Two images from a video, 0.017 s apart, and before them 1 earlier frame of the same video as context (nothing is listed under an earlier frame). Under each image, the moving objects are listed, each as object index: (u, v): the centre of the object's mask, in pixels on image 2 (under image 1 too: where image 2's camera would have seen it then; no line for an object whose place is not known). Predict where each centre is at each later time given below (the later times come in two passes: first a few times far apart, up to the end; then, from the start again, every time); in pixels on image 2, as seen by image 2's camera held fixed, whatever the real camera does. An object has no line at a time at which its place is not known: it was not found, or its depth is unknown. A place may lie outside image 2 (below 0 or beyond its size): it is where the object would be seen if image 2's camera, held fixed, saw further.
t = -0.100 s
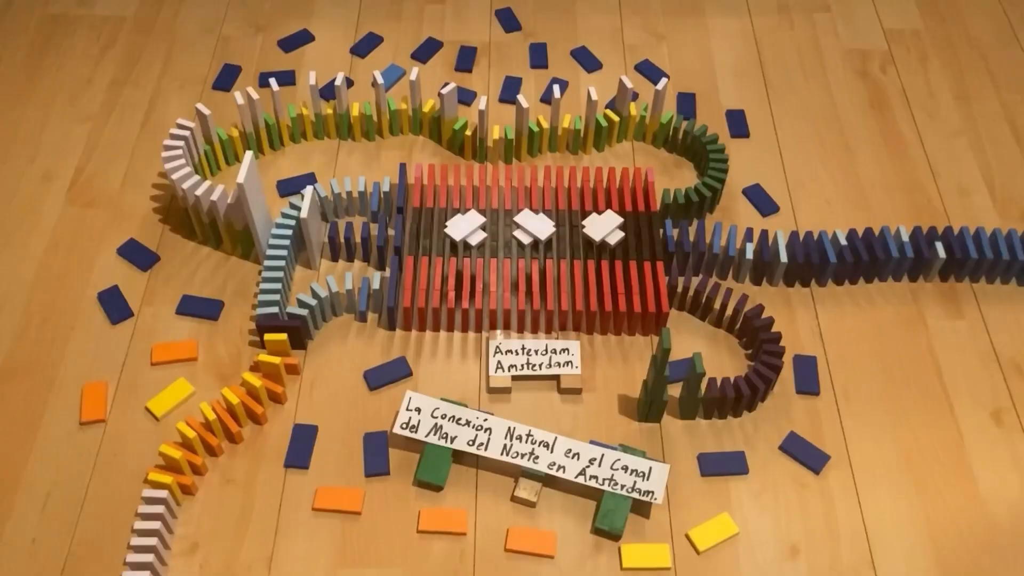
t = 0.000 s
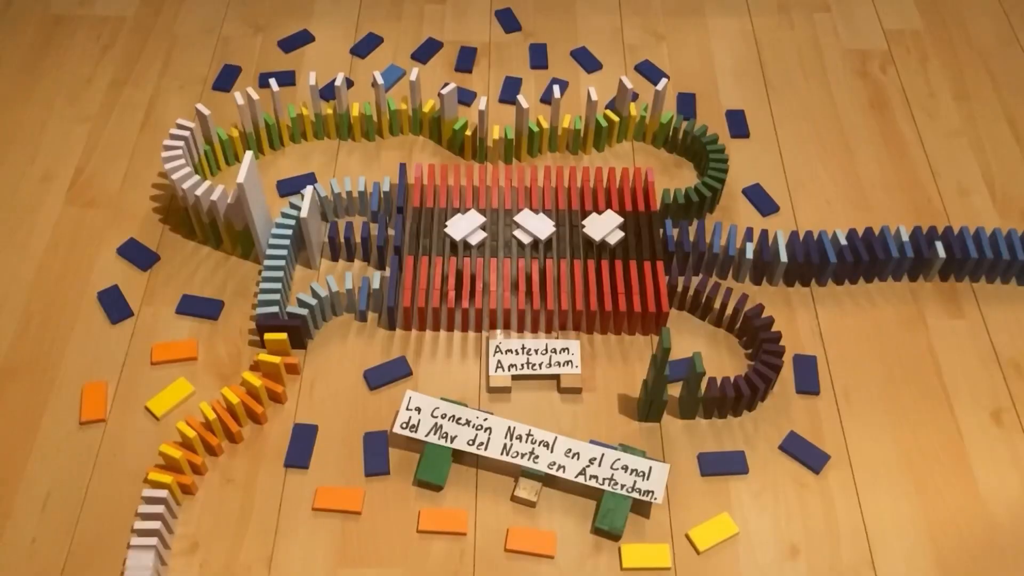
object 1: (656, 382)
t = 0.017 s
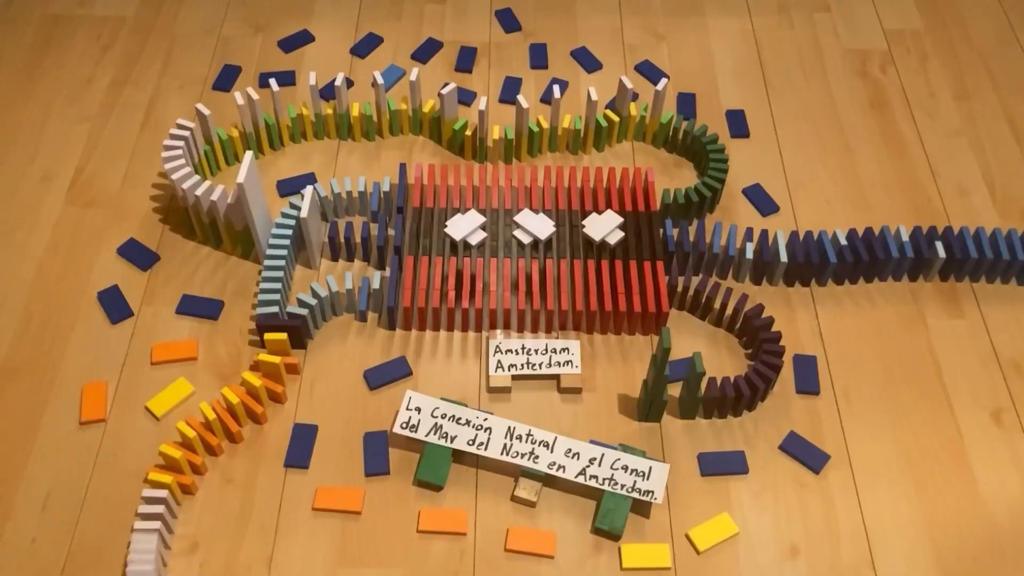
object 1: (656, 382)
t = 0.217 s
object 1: (656, 382)
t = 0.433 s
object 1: (656, 382)
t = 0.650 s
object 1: (656, 382)
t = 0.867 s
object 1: (656, 382)
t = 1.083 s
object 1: (655, 382)
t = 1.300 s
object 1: (656, 382)
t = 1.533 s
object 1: (655, 382)
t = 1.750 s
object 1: (656, 382)
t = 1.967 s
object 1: (626, 400)
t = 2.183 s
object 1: (636, 404)
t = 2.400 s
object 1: (639, 401)
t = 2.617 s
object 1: (639, 401)
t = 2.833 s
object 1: (638, 401)
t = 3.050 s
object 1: (637, 401)
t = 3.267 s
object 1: (636, 401)
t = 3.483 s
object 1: (636, 401)
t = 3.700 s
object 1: (636, 401)
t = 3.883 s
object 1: (636, 401)
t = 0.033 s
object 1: (656, 382)
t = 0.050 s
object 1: (656, 382)
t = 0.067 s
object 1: (656, 382)
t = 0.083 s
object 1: (656, 382)
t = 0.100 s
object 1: (656, 382)
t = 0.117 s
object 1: (656, 382)
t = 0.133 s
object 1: (656, 382)
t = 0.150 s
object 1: (656, 382)
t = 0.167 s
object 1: (656, 382)
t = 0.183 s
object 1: (656, 382)
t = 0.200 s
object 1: (656, 382)
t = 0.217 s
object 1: (656, 382)
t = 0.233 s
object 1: (656, 382)
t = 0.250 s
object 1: (656, 382)
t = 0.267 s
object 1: (656, 382)
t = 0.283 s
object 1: (656, 382)
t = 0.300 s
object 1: (656, 382)
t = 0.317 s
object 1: (656, 382)
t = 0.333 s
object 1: (656, 382)
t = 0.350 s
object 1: (656, 382)
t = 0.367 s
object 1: (656, 382)
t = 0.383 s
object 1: (656, 382)
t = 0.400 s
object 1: (656, 382)
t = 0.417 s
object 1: (656, 382)
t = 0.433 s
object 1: (656, 382)
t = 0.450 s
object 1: (656, 382)
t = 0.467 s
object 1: (656, 382)
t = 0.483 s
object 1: (656, 382)
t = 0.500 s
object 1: (656, 382)
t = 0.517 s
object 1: (656, 382)
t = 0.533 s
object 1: (656, 382)
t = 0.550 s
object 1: (656, 382)
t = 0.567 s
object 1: (656, 382)
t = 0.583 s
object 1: (656, 382)
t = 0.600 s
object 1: (655, 382)
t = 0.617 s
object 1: (655, 382)
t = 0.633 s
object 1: (655, 382)
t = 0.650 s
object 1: (656, 382)
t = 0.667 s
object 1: (656, 382)
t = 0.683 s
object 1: (656, 382)
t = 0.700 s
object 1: (656, 382)
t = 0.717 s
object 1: (655, 382)
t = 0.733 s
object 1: (656, 382)
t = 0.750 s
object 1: (656, 382)
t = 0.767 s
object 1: (656, 382)
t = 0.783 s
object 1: (656, 382)
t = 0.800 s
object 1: (655, 382)
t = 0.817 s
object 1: (656, 382)
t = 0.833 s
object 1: (656, 382)
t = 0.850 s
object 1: (656, 382)
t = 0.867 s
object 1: (656, 382)
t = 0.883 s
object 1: (655, 382)
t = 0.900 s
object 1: (656, 382)
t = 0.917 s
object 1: (656, 382)
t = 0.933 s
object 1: (655, 382)
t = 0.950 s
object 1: (656, 382)
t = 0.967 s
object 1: (656, 382)
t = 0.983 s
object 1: (656, 382)
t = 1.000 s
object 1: (655, 382)
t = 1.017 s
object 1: (655, 382)
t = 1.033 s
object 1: (656, 382)
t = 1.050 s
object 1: (655, 382)
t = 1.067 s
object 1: (655, 382)
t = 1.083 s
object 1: (655, 382)
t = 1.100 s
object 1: (655, 382)
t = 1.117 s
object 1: (656, 382)
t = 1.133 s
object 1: (656, 382)
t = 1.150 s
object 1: (655, 382)
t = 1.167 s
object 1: (656, 382)
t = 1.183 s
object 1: (656, 382)
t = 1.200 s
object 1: (656, 382)
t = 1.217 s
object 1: (655, 382)
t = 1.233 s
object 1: (655, 382)
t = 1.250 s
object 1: (656, 382)
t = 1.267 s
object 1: (655, 382)
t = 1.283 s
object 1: (655, 382)
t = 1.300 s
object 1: (656, 382)
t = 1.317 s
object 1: (655, 382)
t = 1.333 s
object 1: (656, 382)
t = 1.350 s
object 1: (655, 382)
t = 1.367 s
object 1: (656, 382)
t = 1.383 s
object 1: (655, 382)
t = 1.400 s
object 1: (655, 382)
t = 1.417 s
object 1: (656, 382)
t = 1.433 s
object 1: (656, 382)
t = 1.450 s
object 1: (656, 382)
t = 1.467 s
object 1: (656, 382)
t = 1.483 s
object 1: (655, 382)
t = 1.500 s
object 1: (655, 382)
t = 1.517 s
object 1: (655, 382)
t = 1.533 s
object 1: (655, 382)
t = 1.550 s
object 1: (656, 382)
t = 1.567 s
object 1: (656, 382)
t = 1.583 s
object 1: (655, 382)
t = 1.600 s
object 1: (655, 382)
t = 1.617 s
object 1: (656, 382)
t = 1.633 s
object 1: (655, 382)
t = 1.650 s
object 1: (656, 382)
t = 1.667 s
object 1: (656, 382)
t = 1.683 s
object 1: (656, 382)
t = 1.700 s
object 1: (655, 382)
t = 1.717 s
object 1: (656, 382)
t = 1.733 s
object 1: (656, 382)
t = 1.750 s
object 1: (656, 382)
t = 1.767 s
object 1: (656, 382)
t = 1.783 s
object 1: (656, 382)
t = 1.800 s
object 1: (655, 382)
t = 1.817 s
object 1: (654, 382)
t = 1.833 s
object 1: (654, 382)
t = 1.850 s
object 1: (652, 382)
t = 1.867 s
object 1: (649, 385)
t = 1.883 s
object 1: (645, 389)
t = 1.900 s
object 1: (640, 394)
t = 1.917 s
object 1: (634, 393)
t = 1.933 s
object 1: (630, 398)
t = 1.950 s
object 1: (629, 399)
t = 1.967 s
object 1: (626, 400)
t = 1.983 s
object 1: (625, 400)
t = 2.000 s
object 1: (622, 398)
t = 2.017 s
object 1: (620, 398)
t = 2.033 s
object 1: (619, 399)
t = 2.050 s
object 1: (639, 401)
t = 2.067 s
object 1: (639, 401)
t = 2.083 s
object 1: (638, 402)
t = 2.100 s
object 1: (638, 402)
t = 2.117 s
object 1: (637, 403)
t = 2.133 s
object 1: (637, 403)
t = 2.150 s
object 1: (637, 403)
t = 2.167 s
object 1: (636, 404)
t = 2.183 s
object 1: (636, 404)
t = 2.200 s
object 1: (636, 404)
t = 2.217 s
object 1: (636, 405)
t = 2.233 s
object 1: (636, 405)
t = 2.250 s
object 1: (638, 401)
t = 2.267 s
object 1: (638, 401)
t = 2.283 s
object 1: (638, 401)
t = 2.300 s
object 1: (638, 401)
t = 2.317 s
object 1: (638, 400)
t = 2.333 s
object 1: (638, 401)
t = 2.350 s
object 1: (639, 401)
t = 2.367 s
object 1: (639, 401)
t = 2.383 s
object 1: (639, 401)
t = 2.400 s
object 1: (639, 401)
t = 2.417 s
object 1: (639, 401)
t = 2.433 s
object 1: (639, 401)
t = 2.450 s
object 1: (639, 401)
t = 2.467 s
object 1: (639, 401)
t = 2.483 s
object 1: (639, 401)
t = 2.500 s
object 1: (639, 401)
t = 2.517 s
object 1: (639, 401)
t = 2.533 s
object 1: (639, 401)
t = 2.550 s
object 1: (639, 401)
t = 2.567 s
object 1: (638, 401)
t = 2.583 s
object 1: (638, 401)
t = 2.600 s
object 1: (639, 401)
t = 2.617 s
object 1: (639, 401)
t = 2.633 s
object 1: (639, 401)
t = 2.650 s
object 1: (639, 401)
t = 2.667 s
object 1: (638, 401)
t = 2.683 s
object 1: (638, 401)
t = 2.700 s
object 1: (638, 401)
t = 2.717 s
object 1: (638, 401)
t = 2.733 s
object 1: (638, 401)
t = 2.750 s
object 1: (638, 401)
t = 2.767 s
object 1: (638, 401)
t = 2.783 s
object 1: (638, 401)
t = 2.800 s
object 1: (638, 401)
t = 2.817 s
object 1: (638, 401)
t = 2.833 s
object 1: (638, 401)
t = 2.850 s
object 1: (638, 401)
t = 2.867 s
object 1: (638, 401)
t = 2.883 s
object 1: (638, 401)
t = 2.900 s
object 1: (638, 401)
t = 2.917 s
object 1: (638, 401)
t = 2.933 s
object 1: (638, 401)
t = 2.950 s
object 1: (638, 401)
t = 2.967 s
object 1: (638, 401)
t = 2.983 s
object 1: (638, 401)
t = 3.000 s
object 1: (637, 401)
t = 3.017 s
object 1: (637, 401)
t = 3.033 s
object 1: (637, 401)
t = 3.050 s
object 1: (637, 401)
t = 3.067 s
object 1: (637, 401)
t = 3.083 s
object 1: (637, 401)
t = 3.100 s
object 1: (637, 401)
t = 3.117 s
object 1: (637, 401)
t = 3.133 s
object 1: (637, 400)
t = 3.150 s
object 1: (637, 401)
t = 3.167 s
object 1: (637, 401)
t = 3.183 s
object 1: (636, 401)
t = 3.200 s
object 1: (636, 401)
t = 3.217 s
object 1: (637, 401)
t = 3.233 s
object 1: (636, 401)
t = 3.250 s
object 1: (636, 401)
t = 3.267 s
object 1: (636, 401)
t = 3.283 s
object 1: (636, 401)
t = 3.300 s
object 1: (636, 401)
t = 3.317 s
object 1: (636, 401)
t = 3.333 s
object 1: (636, 401)
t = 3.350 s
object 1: (636, 401)
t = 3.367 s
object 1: (636, 401)
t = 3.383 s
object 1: (636, 401)
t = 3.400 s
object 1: (636, 401)
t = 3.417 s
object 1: (636, 401)
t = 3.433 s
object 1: (636, 401)
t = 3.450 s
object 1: (636, 401)
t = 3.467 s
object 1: (636, 401)
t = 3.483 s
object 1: (636, 401)
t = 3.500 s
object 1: (636, 401)
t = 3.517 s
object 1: (636, 401)
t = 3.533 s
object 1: (636, 401)
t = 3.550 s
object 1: (636, 401)
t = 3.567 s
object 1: (636, 401)
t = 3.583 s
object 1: (636, 401)
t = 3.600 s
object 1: (636, 401)
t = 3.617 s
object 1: (636, 401)
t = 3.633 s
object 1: (636, 401)
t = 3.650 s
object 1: (636, 401)
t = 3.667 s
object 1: (636, 401)
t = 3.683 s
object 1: (636, 401)
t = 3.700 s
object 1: (636, 401)
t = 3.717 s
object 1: (636, 401)
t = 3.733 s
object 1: (636, 401)
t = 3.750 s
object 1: (636, 401)
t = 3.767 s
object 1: (636, 401)
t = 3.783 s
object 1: (636, 401)
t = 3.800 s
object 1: (636, 401)
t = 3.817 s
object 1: (636, 401)
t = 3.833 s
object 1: (636, 401)
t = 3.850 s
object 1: (636, 401)
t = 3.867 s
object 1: (636, 401)
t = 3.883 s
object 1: (636, 401)
